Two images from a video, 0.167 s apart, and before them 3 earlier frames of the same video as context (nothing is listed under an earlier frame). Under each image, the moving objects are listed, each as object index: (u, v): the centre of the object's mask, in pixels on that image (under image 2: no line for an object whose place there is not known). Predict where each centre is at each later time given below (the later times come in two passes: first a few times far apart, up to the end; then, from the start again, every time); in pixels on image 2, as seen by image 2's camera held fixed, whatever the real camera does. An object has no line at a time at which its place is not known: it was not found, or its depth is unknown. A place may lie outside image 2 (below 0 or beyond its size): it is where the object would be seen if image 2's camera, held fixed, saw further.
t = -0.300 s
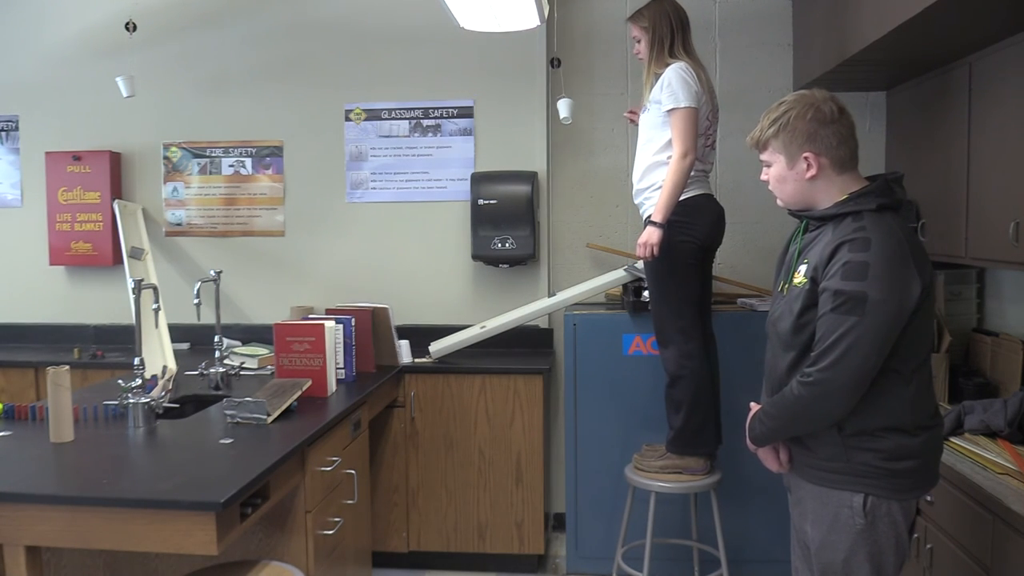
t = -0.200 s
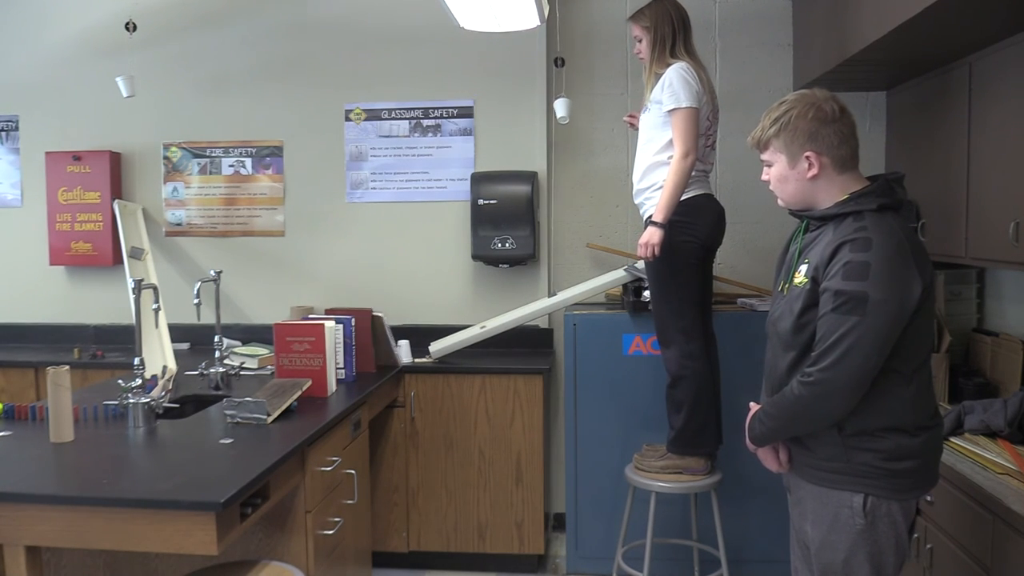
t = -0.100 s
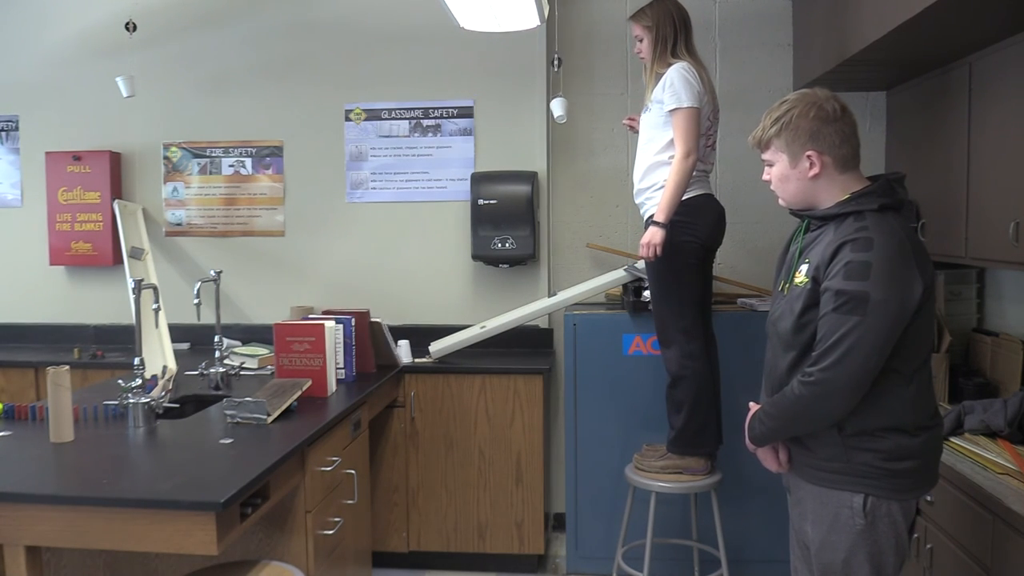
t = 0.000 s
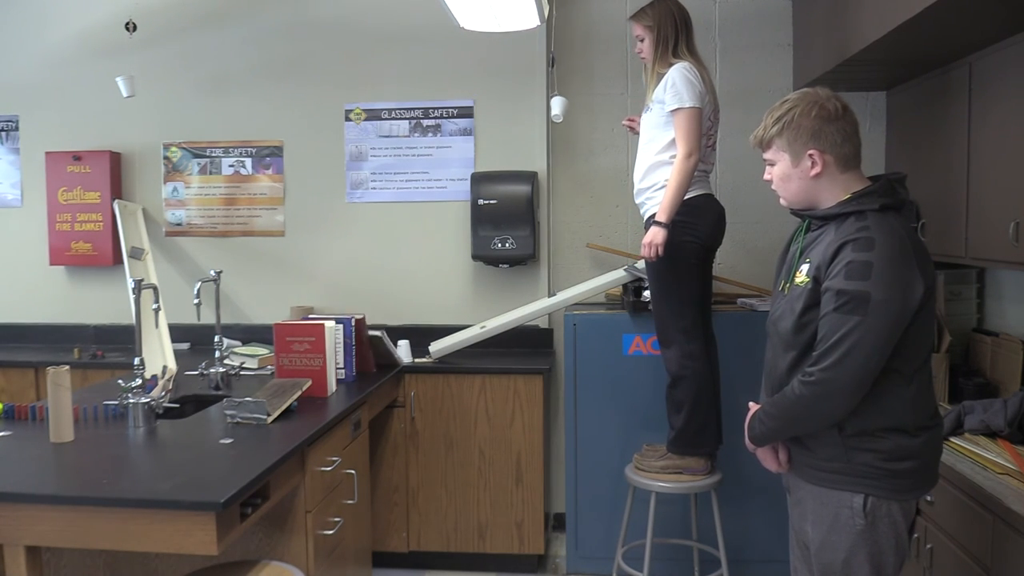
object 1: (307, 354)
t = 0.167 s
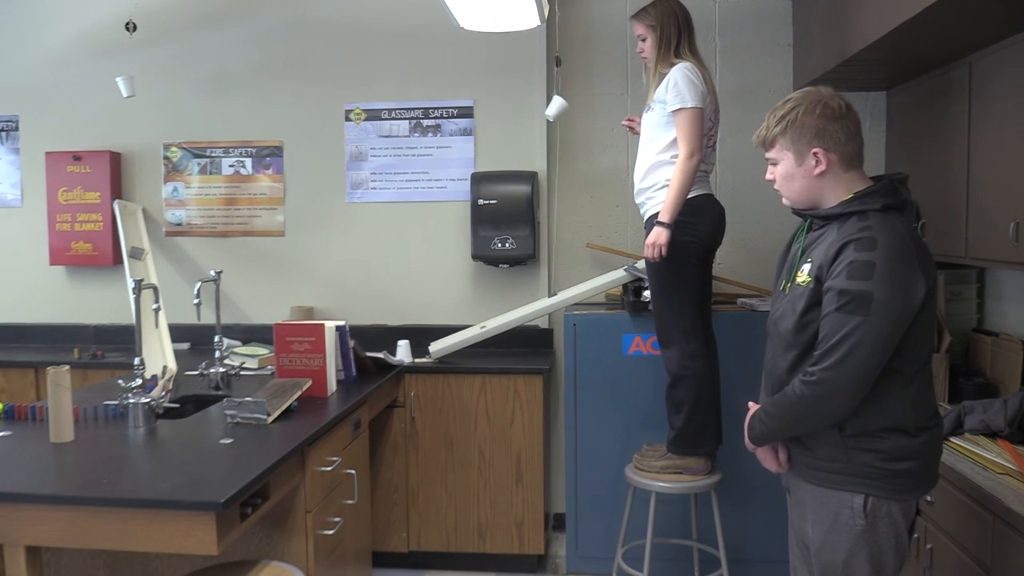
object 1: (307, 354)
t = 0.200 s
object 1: (307, 354)
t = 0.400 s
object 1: (298, 359)
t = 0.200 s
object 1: (307, 354)
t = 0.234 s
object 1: (307, 354)
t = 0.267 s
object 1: (306, 354)
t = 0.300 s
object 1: (305, 355)
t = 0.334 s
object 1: (304, 356)
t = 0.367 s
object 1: (301, 357)
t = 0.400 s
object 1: (298, 359)
